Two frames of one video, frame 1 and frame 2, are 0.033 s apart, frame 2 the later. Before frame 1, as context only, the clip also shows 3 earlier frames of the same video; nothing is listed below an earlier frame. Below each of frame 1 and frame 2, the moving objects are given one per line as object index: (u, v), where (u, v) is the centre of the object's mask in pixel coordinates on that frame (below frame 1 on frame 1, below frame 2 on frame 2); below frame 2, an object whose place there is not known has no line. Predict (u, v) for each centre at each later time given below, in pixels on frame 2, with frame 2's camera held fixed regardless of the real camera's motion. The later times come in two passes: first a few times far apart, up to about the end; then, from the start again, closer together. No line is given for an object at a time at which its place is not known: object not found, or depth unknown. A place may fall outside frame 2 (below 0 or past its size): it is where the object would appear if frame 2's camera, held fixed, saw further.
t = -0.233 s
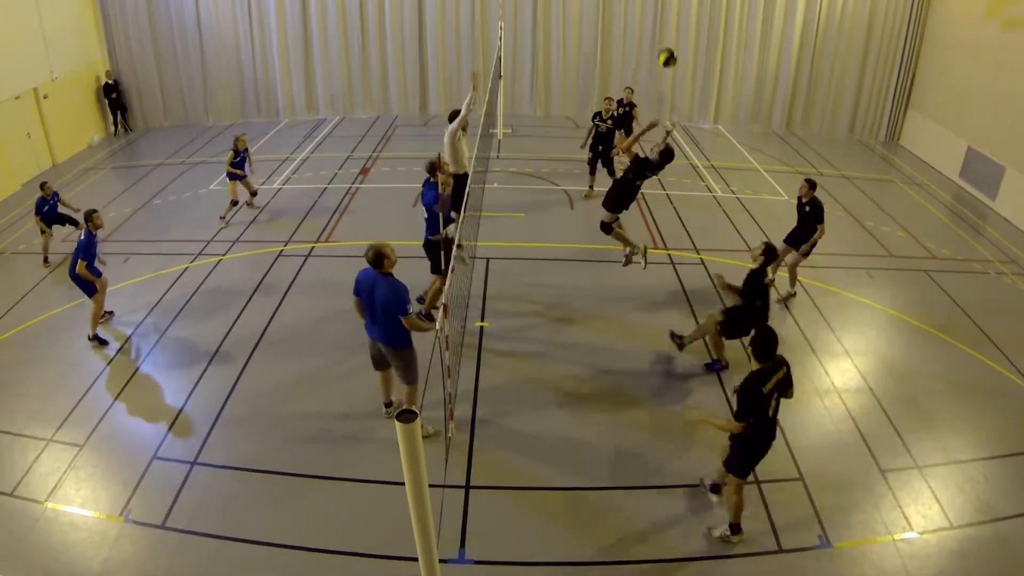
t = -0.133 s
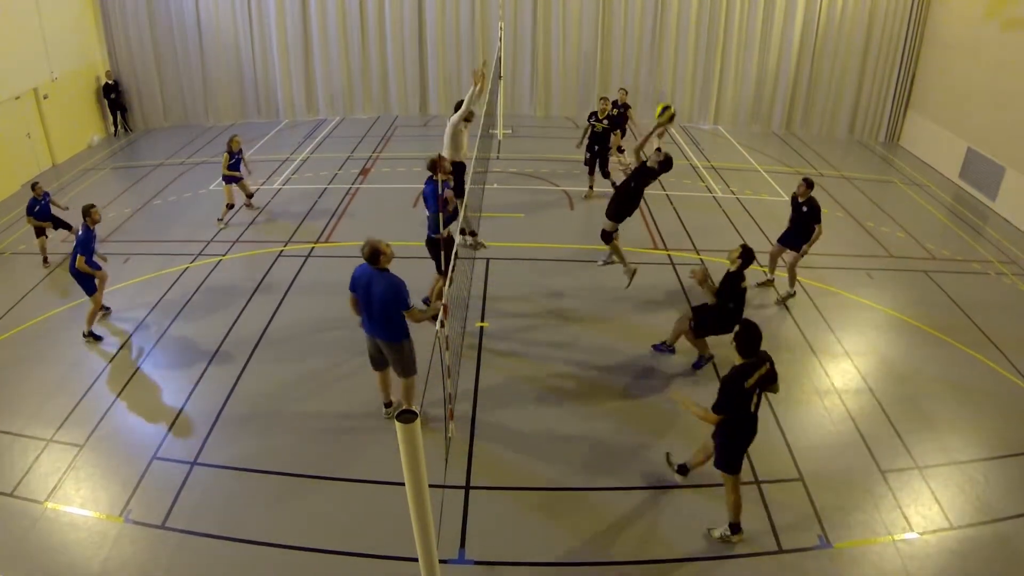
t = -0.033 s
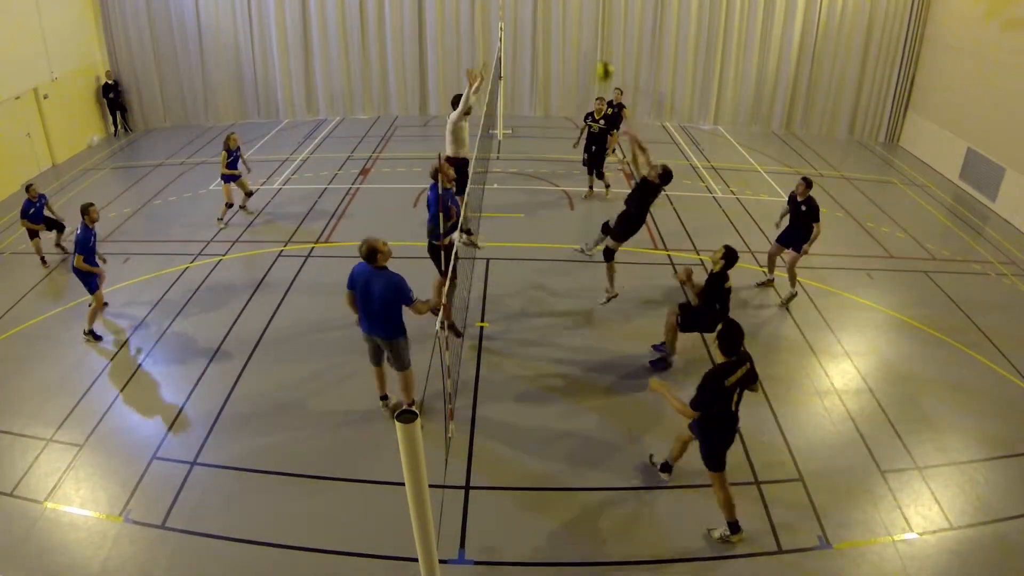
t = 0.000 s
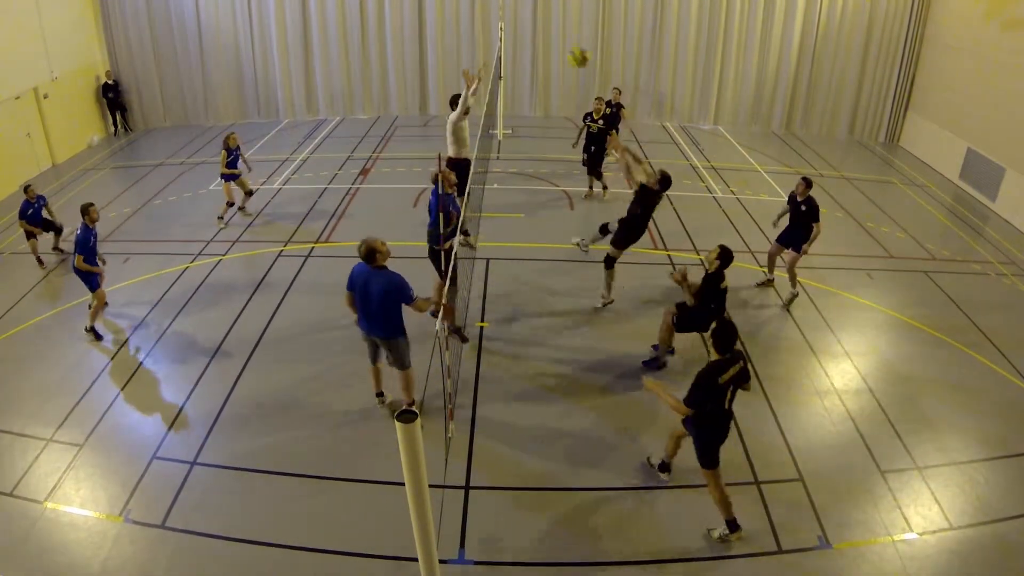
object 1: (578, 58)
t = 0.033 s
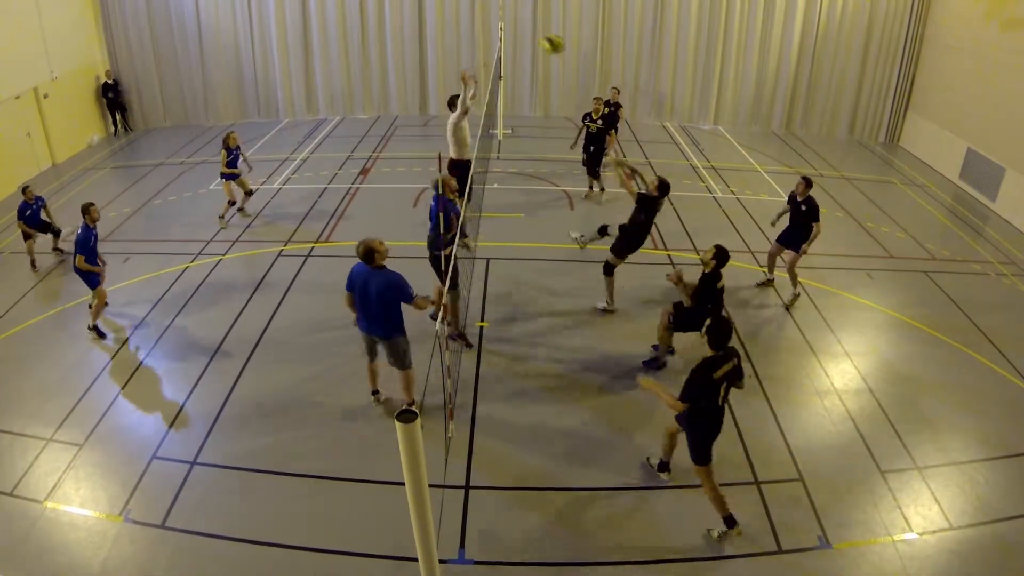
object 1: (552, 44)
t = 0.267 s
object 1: (399, 3)
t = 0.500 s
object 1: (280, 8)
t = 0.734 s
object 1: (196, 60)
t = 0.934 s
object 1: (149, 122)
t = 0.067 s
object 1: (528, 33)
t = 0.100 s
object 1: (505, 24)
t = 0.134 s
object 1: (481, 16)
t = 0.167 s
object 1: (459, 8)
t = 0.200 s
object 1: (439, 5)
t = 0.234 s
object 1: (419, 4)
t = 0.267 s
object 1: (399, 3)
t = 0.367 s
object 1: (341, 3)
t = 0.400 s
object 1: (327, 3)
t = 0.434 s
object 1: (311, 4)
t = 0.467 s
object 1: (295, 6)
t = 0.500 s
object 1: (280, 8)
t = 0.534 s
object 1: (265, 13)
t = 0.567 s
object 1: (252, 20)
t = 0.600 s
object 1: (241, 27)
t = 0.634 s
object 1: (229, 34)
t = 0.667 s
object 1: (216, 43)
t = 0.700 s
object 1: (206, 50)
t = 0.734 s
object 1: (196, 60)
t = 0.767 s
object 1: (188, 70)
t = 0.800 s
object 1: (180, 79)
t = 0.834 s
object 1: (171, 91)
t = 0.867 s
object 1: (163, 99)
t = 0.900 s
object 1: (155, 110)
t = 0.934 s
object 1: (149, 122)
